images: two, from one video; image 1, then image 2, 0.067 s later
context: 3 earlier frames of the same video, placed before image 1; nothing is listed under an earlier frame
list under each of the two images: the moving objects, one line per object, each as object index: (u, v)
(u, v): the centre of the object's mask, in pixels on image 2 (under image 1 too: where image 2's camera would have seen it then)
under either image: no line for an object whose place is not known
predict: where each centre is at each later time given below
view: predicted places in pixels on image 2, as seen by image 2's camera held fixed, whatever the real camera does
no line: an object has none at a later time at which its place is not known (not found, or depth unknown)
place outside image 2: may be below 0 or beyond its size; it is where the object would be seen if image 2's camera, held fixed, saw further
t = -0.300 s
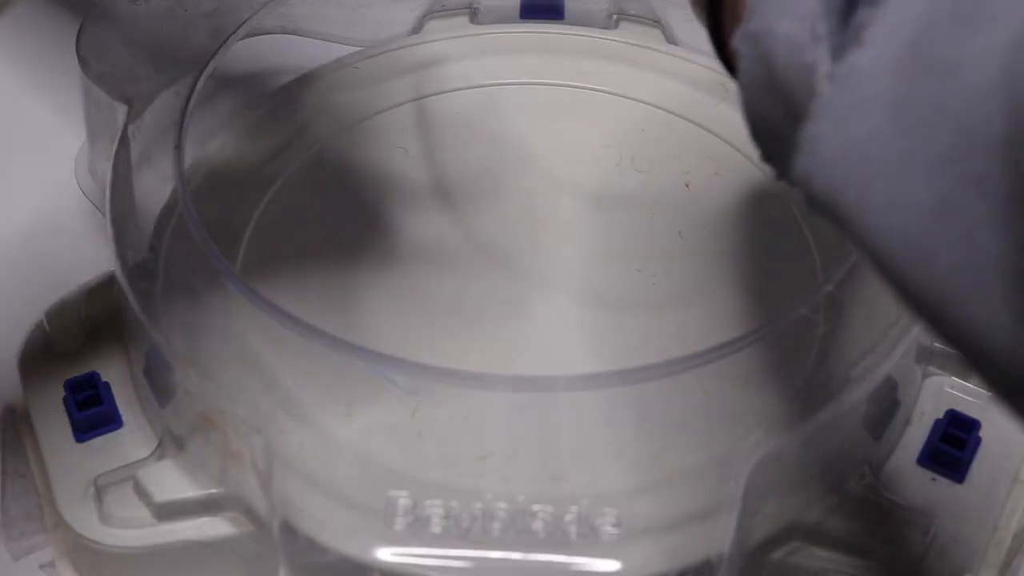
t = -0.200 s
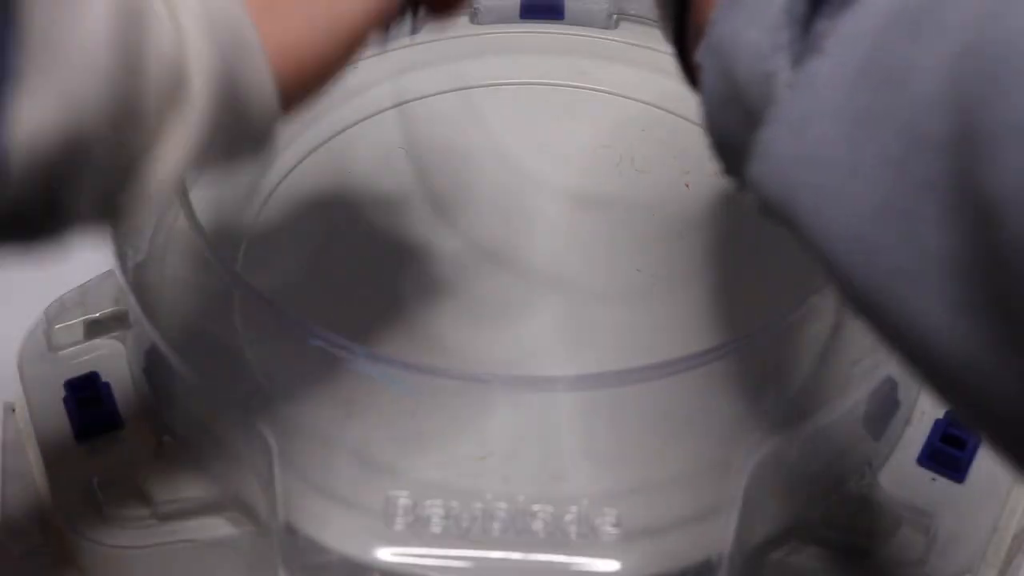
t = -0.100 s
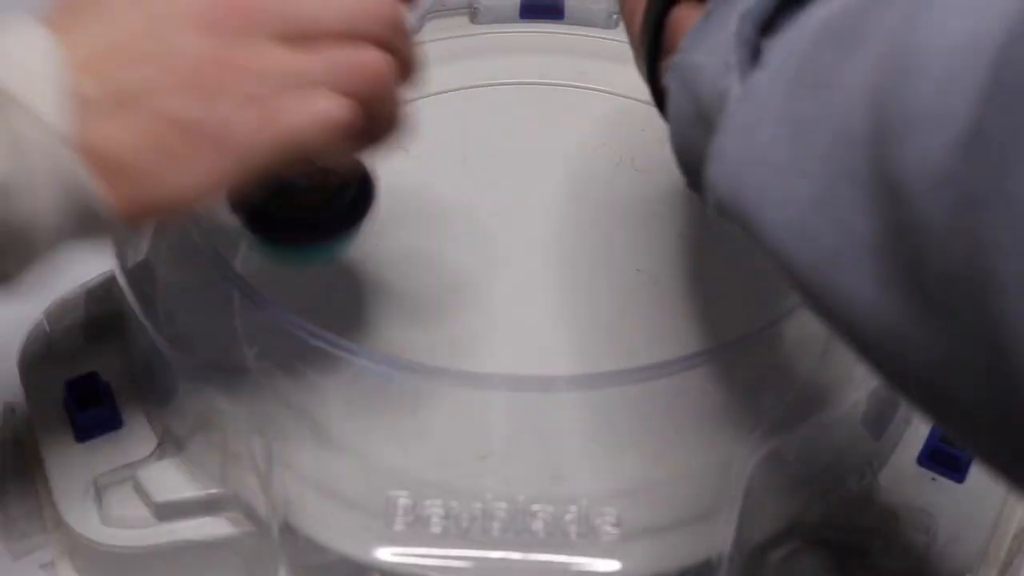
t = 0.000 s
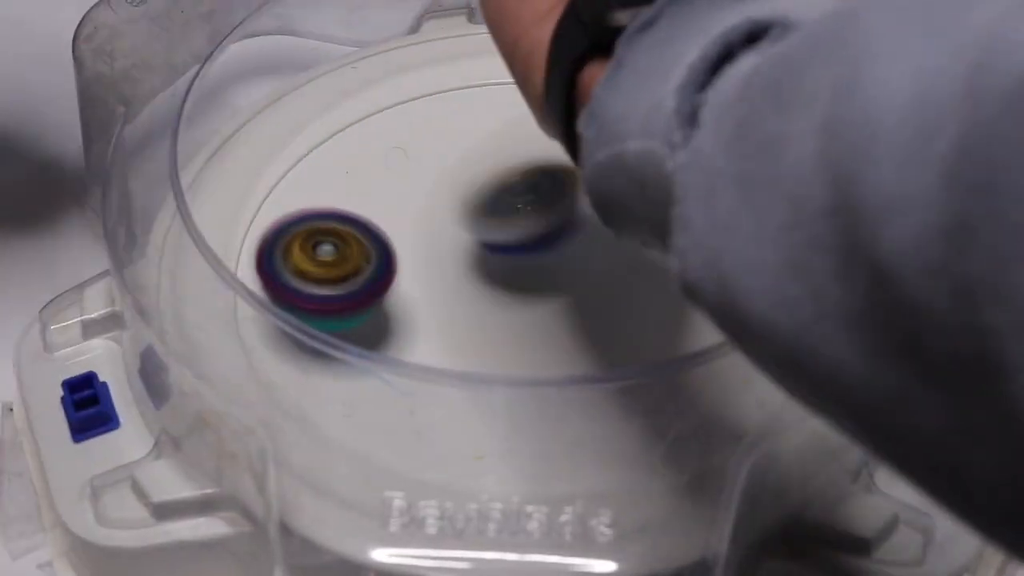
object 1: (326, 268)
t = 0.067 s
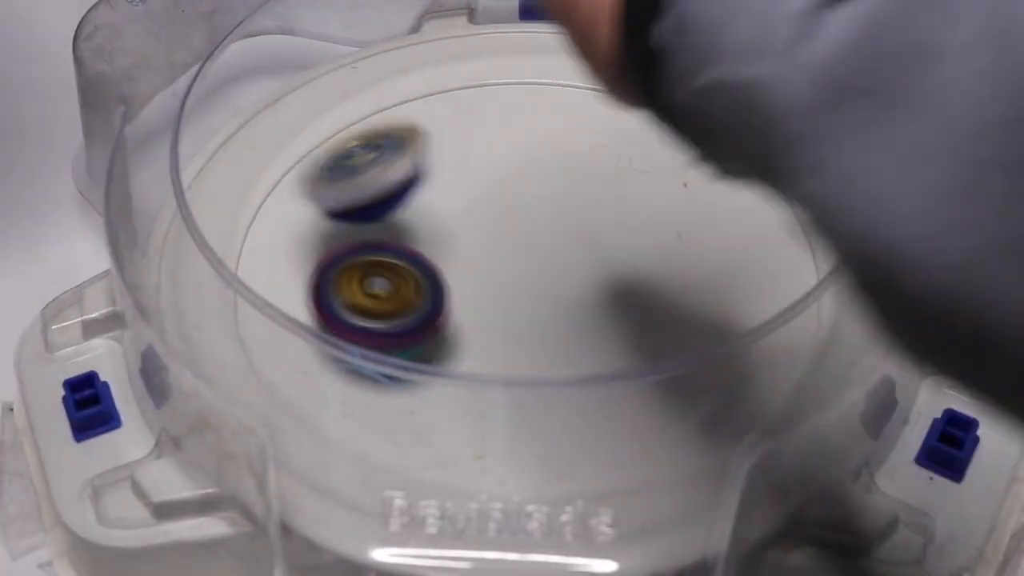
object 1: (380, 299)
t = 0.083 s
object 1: (394, 303)
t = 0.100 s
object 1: (414, 308)
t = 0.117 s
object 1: (431, 311)
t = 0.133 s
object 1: (451, 314)
